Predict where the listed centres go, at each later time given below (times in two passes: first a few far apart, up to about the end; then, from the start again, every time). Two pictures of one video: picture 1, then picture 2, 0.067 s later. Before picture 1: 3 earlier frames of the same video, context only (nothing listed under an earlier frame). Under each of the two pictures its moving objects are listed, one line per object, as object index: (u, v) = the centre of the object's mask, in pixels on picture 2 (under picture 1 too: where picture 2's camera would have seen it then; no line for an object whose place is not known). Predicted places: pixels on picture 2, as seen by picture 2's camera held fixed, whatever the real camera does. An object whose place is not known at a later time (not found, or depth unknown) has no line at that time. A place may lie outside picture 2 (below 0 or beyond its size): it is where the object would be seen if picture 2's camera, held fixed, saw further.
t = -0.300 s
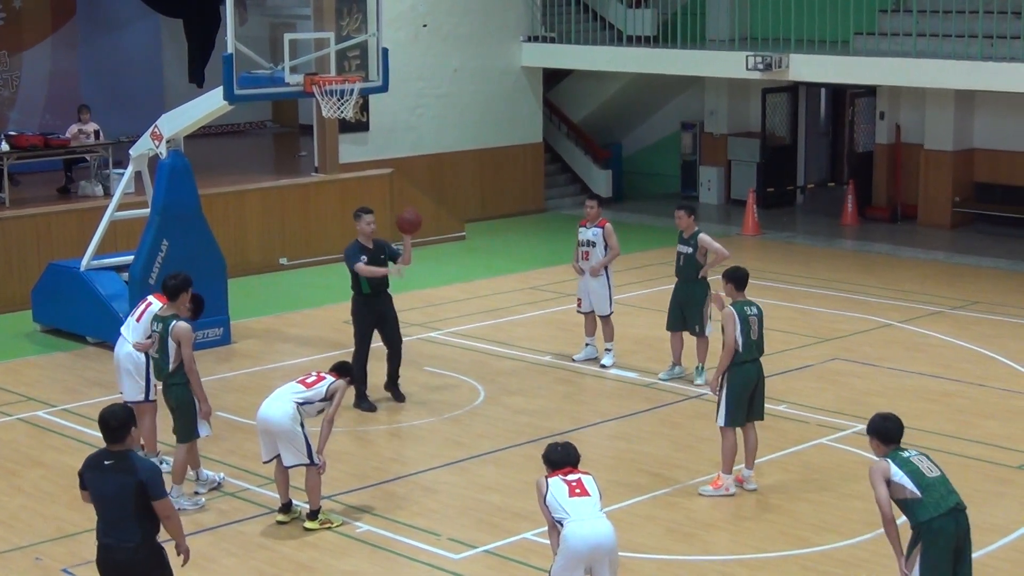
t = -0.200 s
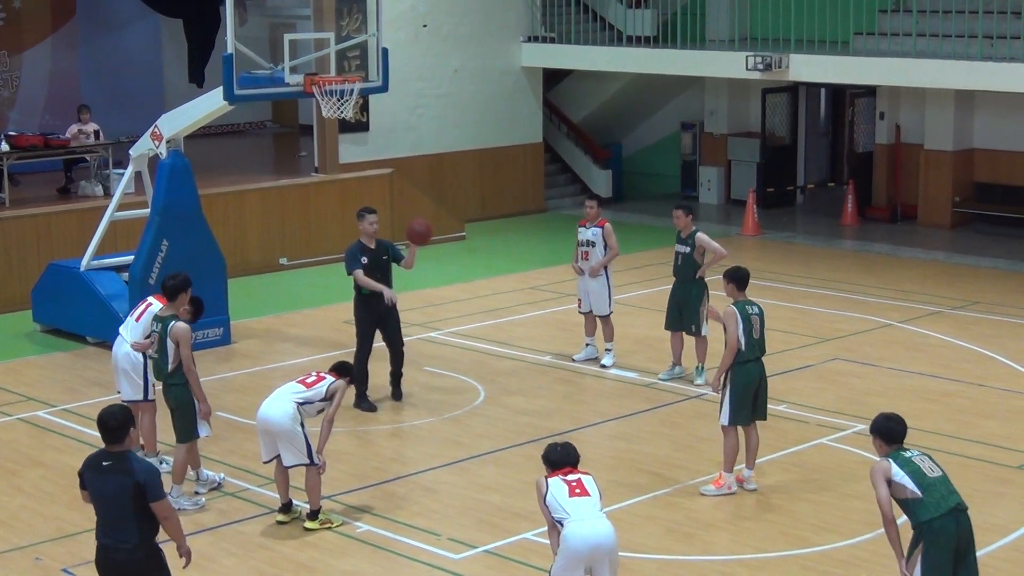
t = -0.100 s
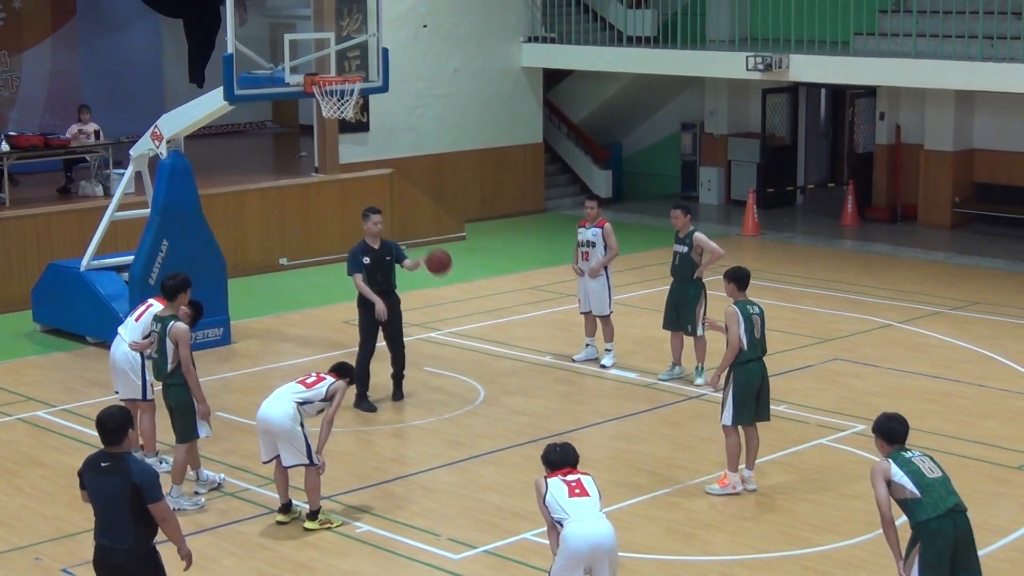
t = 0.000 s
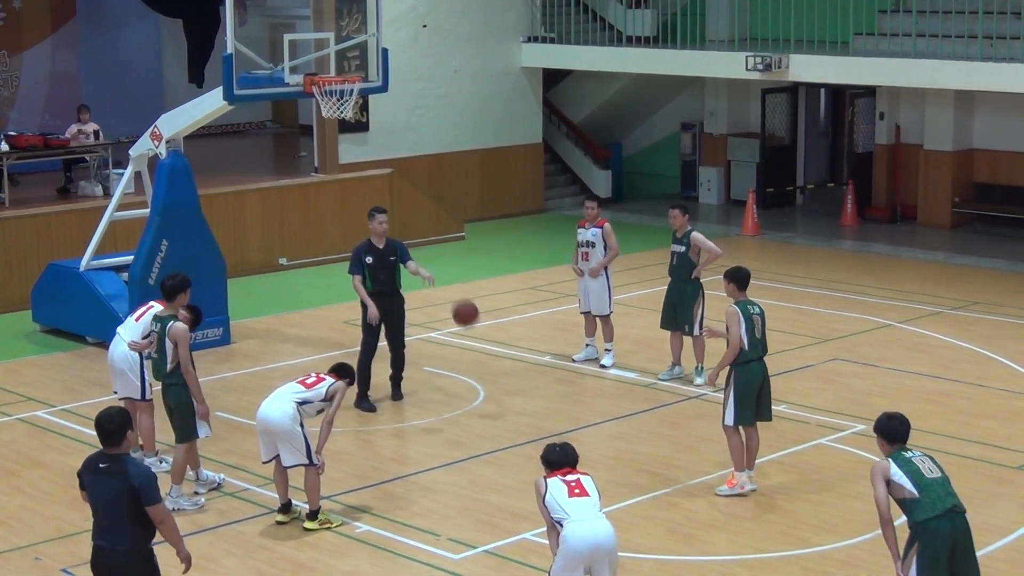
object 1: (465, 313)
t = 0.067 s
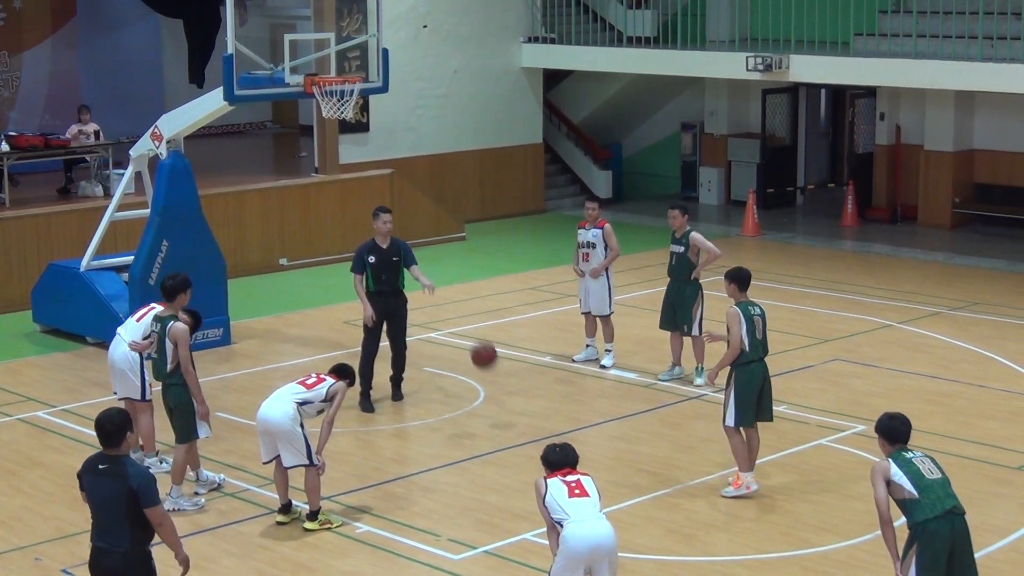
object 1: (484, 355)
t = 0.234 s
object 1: (522, 399)
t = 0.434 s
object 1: (553, 326)
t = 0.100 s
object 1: (493, 376)
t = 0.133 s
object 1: (502, 401)
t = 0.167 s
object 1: (512, 428)
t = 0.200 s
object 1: (517, 416)
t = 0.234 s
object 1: (522, 399)
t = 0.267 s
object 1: (527, 385)
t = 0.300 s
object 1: (532, 371)
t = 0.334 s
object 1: (537, 358)
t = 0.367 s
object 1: (543, 346)
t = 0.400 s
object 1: (548, 335)
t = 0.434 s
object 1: (553, 326)
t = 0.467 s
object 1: (559, 318)
